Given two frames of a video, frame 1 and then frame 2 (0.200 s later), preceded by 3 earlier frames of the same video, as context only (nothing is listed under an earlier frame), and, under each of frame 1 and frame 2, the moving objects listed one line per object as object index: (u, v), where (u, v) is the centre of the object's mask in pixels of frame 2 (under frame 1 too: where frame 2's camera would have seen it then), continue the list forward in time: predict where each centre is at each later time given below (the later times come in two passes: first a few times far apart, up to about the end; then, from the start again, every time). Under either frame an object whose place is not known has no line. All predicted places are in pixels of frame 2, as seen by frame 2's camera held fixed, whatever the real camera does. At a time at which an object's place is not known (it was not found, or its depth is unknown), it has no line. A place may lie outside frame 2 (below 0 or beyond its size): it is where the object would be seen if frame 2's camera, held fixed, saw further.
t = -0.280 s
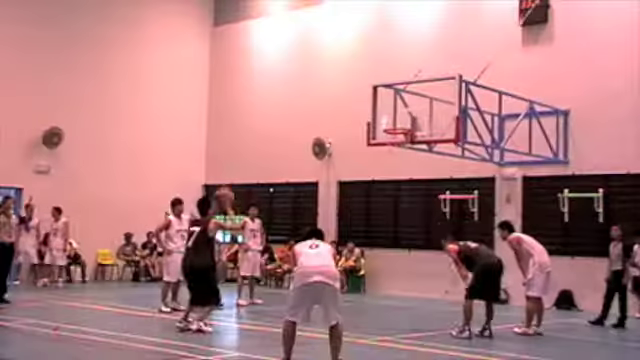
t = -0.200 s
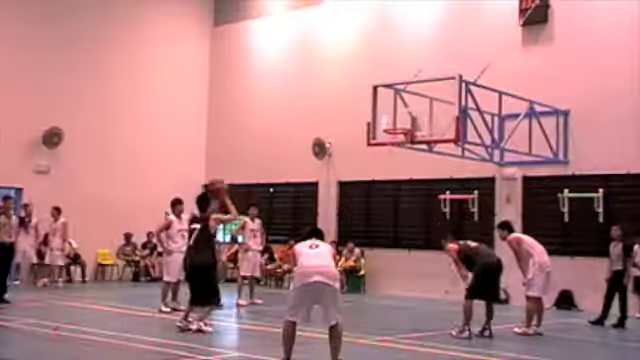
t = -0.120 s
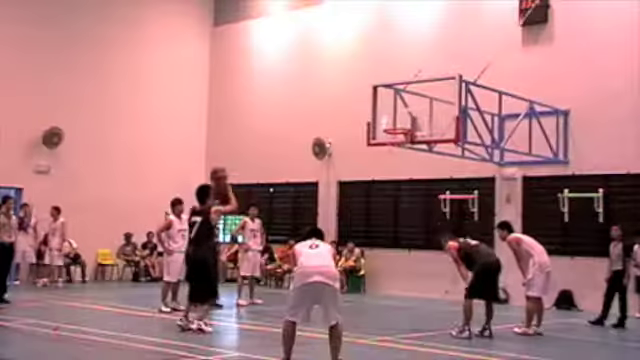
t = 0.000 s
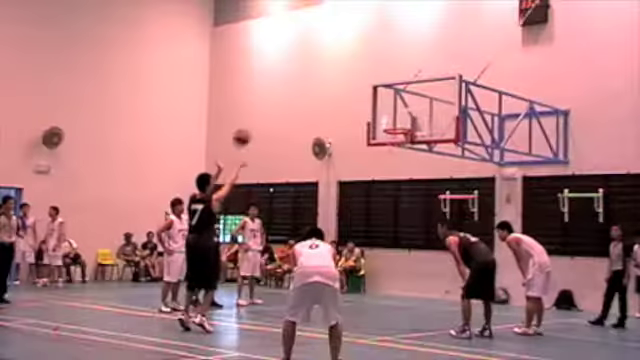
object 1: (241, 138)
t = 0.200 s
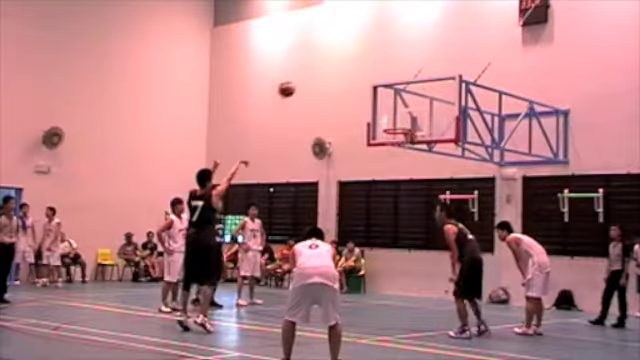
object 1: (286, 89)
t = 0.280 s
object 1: (302, 79)
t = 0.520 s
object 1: (346, 75)
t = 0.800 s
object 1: (388, 113)
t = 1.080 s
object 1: (407, 160)
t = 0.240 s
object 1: (294, 84)
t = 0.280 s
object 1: (302, 79)
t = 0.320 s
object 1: (310, 76)
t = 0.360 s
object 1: (317, 74)
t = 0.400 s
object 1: (325, 72)
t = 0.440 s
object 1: (332, 72)
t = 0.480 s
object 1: (339, 73)
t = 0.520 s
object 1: (346, 75)
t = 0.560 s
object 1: (352, 77)
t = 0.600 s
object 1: (359, 81)
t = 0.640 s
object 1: (365, 86)
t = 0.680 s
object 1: (371, 92)
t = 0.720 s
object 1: (377, 98)
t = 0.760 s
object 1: (383, 105)
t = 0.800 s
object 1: (388, 113)
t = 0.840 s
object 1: (394, 121)
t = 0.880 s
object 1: (400, 126)
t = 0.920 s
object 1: (407, 137)
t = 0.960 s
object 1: (409, 141)
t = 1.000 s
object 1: (409, 143)
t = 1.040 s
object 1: (409, 147)
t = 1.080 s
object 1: (407, 160)
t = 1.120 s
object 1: (407, 168)
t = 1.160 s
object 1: (407, 176)
